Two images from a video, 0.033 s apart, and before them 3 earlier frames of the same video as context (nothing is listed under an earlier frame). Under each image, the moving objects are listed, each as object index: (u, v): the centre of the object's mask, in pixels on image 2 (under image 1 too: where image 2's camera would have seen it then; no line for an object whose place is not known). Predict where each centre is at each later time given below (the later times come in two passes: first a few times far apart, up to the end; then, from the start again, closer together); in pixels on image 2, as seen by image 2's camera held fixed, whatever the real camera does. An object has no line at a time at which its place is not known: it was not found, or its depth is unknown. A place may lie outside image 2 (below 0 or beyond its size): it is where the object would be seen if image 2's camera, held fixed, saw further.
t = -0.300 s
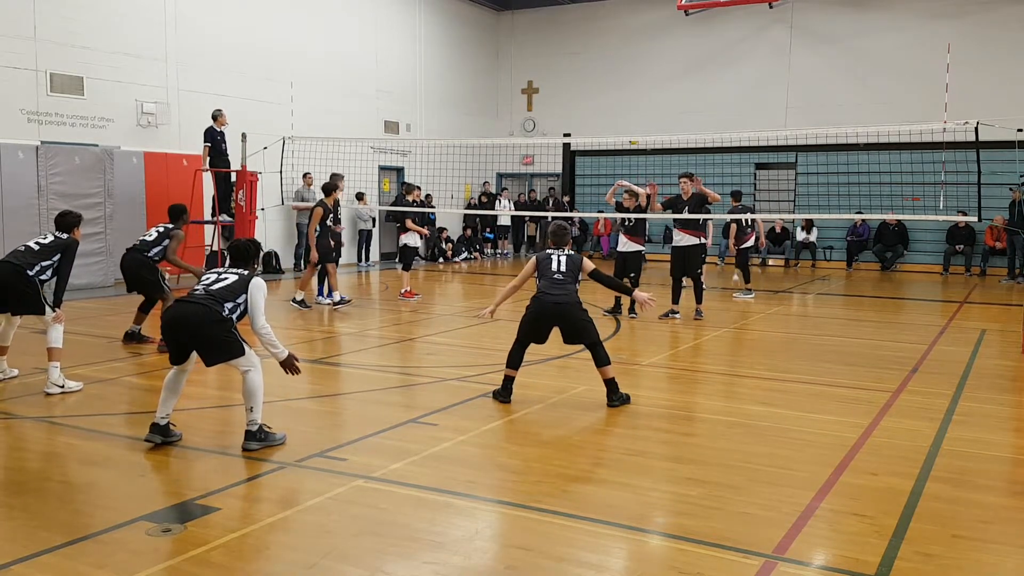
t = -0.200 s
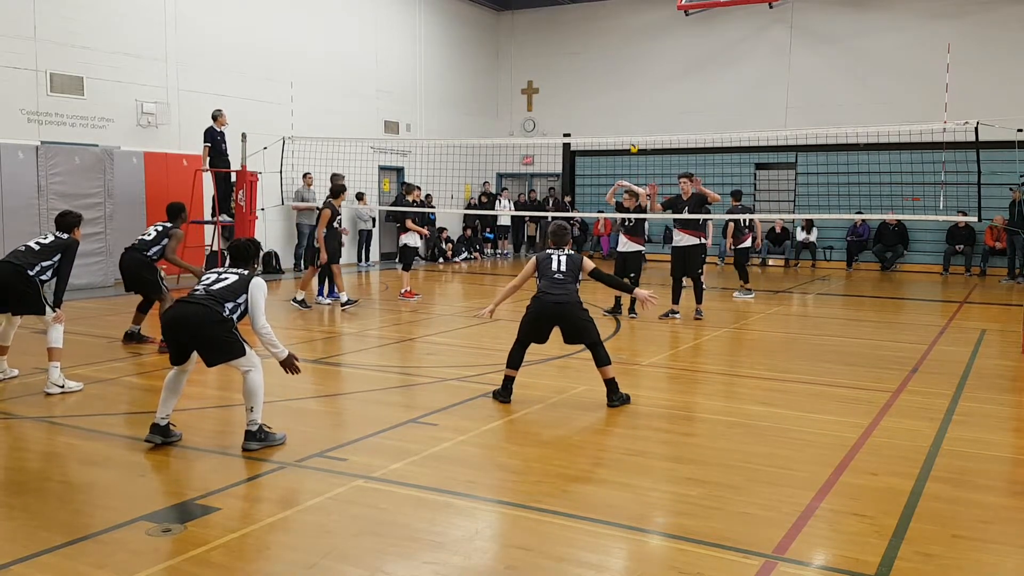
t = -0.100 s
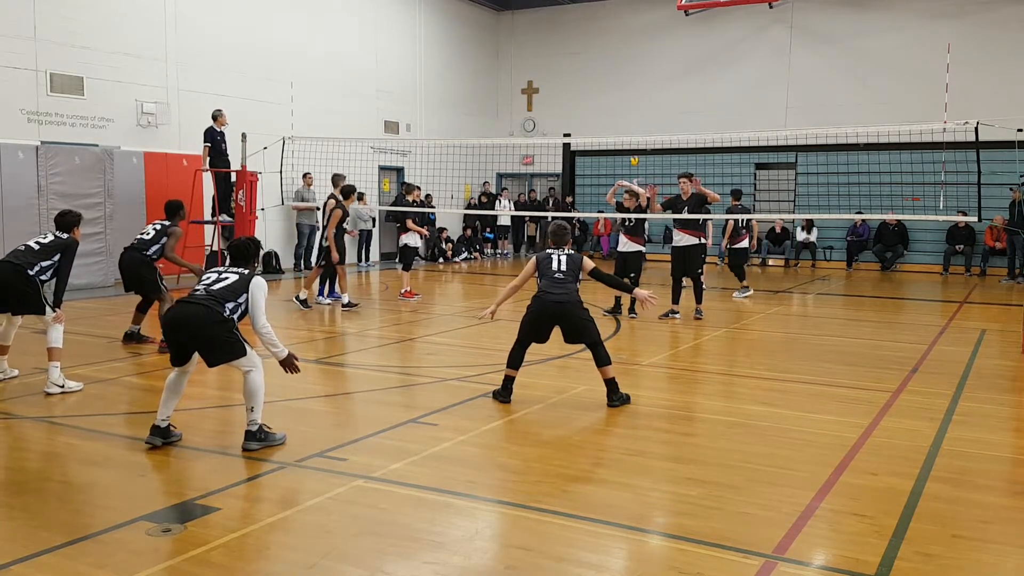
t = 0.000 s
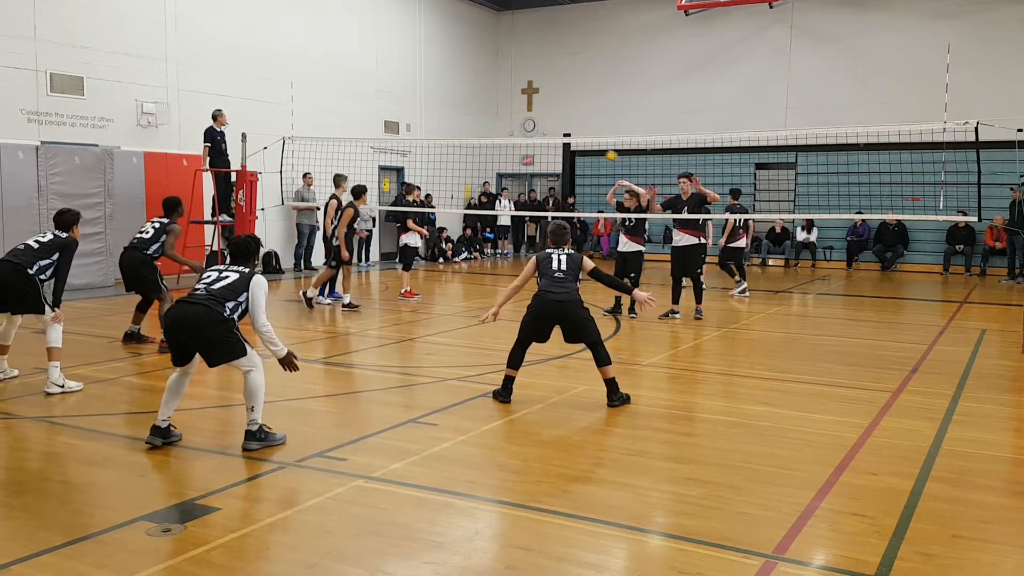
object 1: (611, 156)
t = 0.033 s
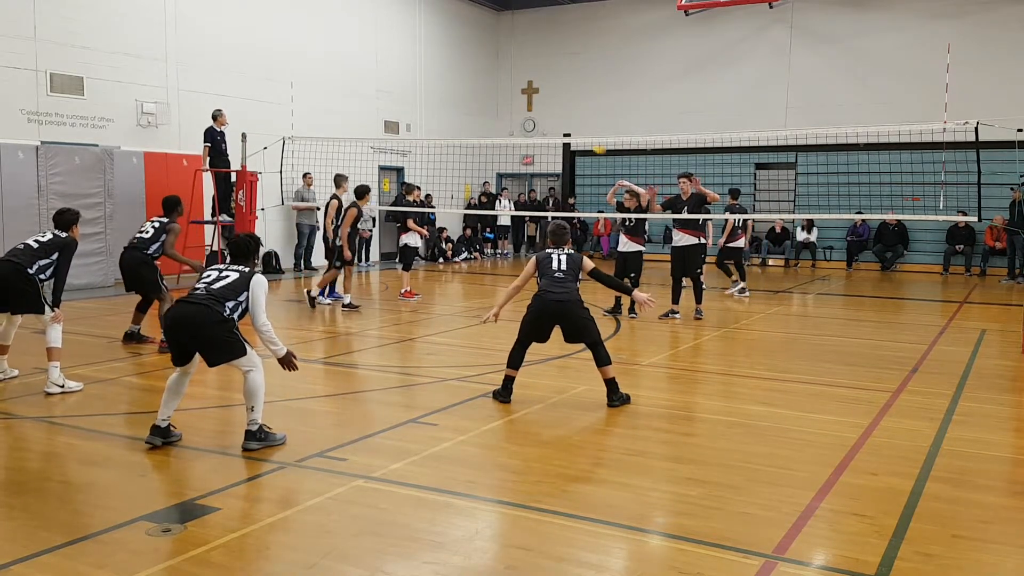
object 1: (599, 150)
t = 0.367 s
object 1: (454, 109)
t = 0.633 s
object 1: (301, 118)
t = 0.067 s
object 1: (585, 145)
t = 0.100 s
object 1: (575, 134)
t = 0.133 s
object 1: (560, 133)
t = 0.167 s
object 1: (546, 128)
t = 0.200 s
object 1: (532, 124)
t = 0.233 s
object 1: (518, 121)
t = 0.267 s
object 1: (505, 117)
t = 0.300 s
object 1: (489, 114)
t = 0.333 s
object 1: (472, 111)
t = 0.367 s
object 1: (454, 109)
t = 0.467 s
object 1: (402, 109)
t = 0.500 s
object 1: (383, 109)
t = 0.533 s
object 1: (364, 110)
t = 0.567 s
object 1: (344, 112)
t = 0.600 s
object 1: (323, 115)
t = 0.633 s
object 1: (301, 118)
